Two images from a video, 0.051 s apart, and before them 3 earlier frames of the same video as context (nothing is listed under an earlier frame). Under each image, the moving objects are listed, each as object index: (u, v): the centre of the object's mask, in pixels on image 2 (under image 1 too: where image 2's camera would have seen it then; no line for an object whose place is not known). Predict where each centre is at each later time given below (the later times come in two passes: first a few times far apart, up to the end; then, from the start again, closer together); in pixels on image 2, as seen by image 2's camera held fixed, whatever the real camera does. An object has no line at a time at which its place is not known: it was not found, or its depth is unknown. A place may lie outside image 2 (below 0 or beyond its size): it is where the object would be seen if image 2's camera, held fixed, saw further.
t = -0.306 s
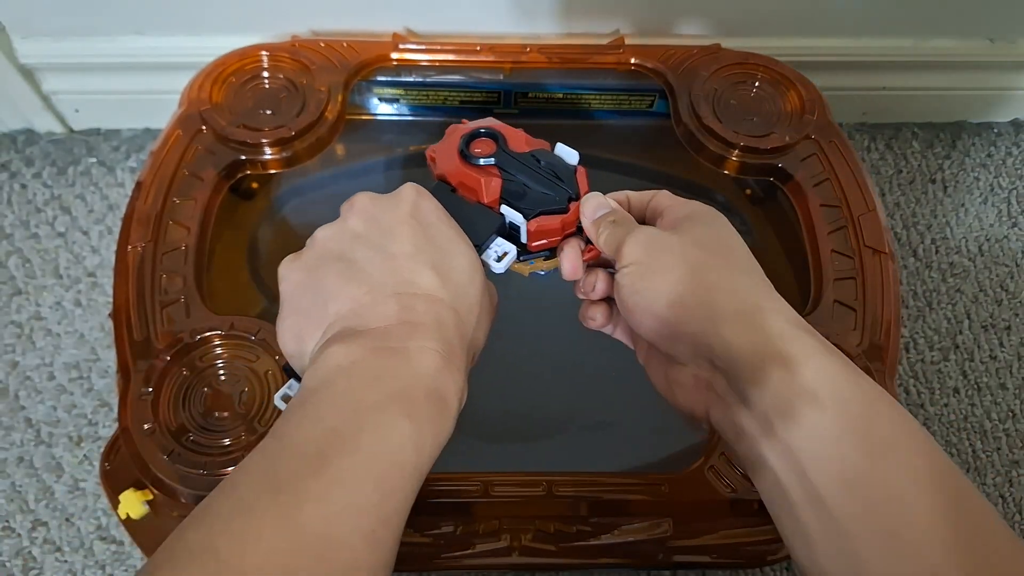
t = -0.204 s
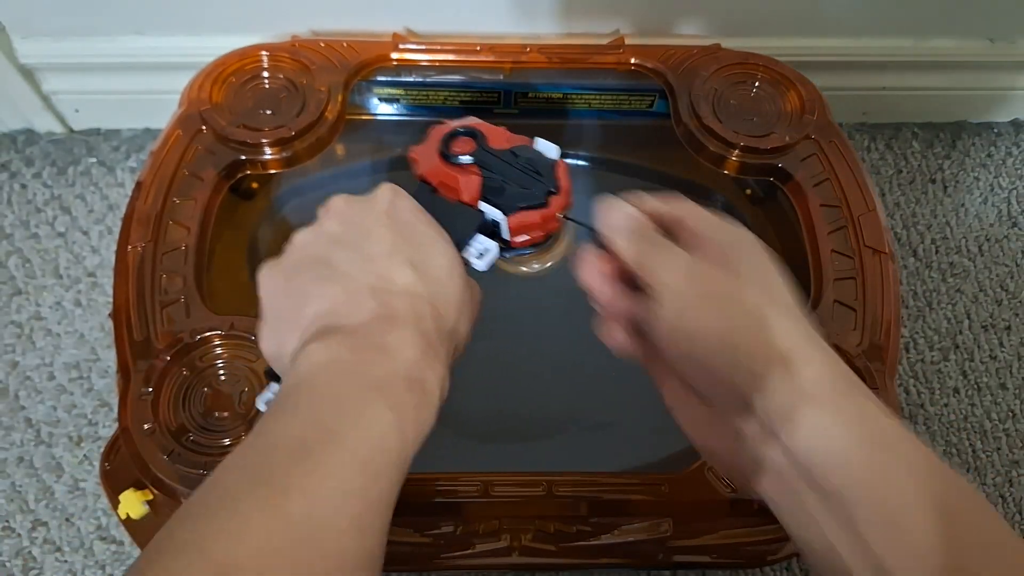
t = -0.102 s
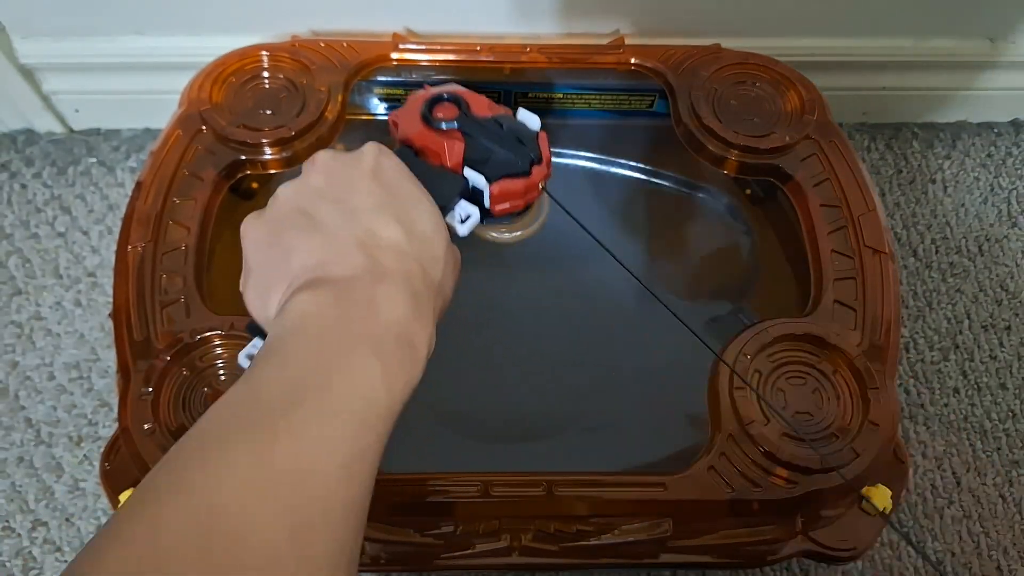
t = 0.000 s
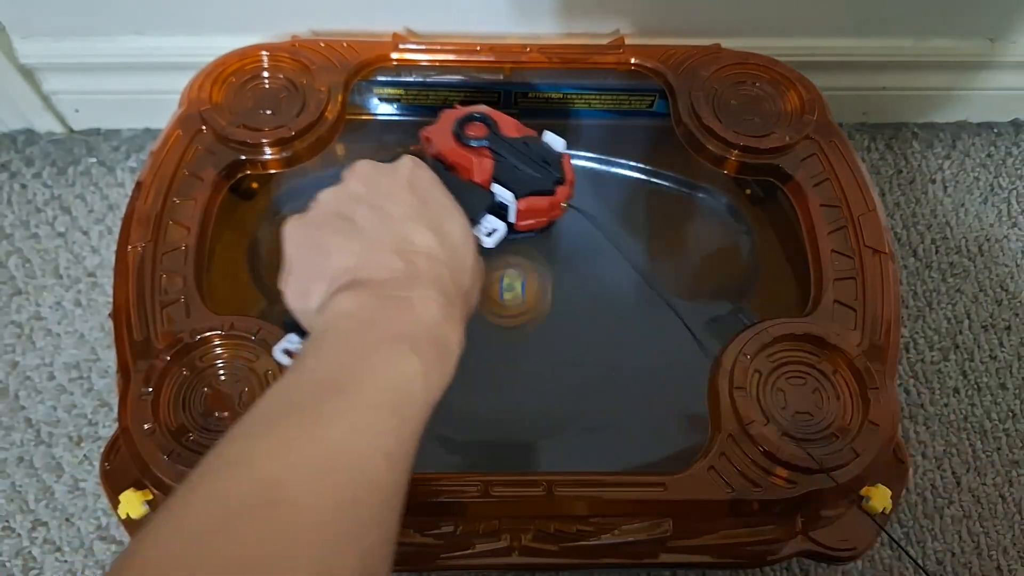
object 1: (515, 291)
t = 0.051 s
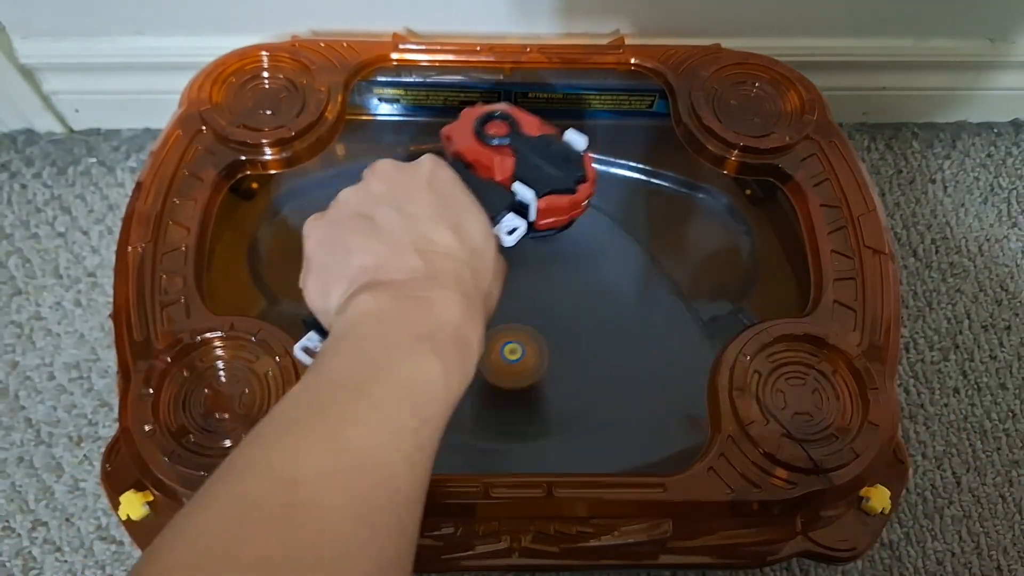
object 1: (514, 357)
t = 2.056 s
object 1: (376, 401)
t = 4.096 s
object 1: (320, 249)
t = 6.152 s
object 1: (493, 222)
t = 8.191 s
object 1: (421, 346)
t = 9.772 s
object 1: (466, 267)
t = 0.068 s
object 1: (517, 354)
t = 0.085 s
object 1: (520, 352)
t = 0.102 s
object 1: (522, 351)
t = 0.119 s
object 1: (525, 353)
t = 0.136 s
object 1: (528, 356)
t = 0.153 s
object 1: (530, 360)
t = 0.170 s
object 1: (532, 366)
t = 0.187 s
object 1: (534, 373)
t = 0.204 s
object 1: (536, 380)
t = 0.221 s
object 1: (539, 378)
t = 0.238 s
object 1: (542, 375)
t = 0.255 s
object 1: (544, 372)
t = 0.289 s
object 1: (551, 363)
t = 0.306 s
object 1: (554, 356)
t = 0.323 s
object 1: (556, 349)
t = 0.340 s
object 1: (558, 341)
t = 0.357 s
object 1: (558, 332)
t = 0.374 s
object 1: (556, 329)
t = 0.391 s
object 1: (555, 322)
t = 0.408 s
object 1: (553, 314)
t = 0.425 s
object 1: (551, 301)
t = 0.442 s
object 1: (546, 295)
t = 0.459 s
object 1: (541, 288)
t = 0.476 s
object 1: (534, 281)
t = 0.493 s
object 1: (527, 275)
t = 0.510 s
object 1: (520, 270)
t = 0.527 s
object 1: (512, 266)
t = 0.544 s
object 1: (503, 262)
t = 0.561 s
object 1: (494, 259)
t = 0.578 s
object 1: (485, 258)
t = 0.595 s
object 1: (475, 257)
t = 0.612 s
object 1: (465, 257)
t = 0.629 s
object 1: (454, 258)
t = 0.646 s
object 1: (444, 260)
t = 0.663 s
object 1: (434, 263)
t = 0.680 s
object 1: (423, 267)
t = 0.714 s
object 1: (403, 279)
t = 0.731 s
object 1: (394, 287)
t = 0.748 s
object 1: (385, 295)
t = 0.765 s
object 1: (378, 305)
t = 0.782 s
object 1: (372, 316)
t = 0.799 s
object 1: (365, 326)
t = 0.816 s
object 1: (359, 337)
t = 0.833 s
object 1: (354, 347)
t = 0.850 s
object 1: (350, 358)
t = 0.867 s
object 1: (349, 368)
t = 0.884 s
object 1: (349, 376)
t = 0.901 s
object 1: (349, 385)
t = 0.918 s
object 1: (351, 391)
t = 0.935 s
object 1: (353, 397)
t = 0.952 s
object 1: (356, 402)
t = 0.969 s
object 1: (360, 405)
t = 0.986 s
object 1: (366, 407)
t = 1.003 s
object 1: (374, 408)
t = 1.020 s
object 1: (383, 408)
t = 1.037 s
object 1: (394, 408)
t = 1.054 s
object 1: (405, 406)
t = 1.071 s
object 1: (418, 403)
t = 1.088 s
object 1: (432, 400)
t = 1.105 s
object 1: (447, 397)
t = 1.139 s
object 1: (476, 387)
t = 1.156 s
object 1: (491, 381)
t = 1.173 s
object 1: (508, 373)
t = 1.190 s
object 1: (524, 363)
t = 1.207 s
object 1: (537, 352)
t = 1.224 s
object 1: (550, 339)
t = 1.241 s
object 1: (562, 327)
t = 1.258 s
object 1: (571, 315)
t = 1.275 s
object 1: (579, 301)
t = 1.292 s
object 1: (586, 289)
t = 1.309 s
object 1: (592, 275)
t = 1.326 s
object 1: (597, 263)
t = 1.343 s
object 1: (600, 251)
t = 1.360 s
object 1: (602, 240)
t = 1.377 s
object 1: (603, 228)
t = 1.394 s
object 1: (603, 218)
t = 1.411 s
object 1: (602, 208)
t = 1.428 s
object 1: (600, 201)
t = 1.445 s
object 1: (597, 195)
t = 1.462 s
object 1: (594, 189)
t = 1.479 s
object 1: (590, 183)
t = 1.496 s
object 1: (585, 178)
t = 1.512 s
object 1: (579, 175)
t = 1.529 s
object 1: (572, 173)
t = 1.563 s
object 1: (557, 171)
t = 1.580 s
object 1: (548, 171)
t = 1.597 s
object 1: (539, 173)
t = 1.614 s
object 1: (530, 175)
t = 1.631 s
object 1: (520, 178)
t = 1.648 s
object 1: (510, 181)
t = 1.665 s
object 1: (499, 184)
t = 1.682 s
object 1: (488, 189)
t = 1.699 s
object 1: (476, 194)
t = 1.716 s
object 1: (463, 200)
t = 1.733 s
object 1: (450, 207)
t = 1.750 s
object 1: (440, 213)
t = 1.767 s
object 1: (427, 222)
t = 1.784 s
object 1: (413, 232)
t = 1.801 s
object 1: (401, 242)
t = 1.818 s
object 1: (390, 252)
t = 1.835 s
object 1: (380, 264)
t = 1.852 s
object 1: (370, 275)
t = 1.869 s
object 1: (362, 285)
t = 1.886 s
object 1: (356, 295)
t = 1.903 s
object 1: (351, 306)
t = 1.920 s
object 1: (348, 317)
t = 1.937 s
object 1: (346, 328)
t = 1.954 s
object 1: (346, 340)
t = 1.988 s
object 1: (351, 364)
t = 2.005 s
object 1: (355, 375)
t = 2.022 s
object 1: (360, 384)
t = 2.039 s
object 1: (366, 393)
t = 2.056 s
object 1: (376, 401)
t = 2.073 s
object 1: (385, 407)
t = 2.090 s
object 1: (394, 412)
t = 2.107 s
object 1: (406, 416)
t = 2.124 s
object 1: (419, 420)
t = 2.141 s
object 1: (432, 422)
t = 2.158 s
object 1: (448, 424)
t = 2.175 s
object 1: (464, 425)
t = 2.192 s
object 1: (479, 424)
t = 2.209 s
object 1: (496, 423)
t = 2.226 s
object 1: (514, 420)
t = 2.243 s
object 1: (530, 417)
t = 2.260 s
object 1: (551, 411)
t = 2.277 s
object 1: (566, 404)
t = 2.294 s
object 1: (586, 395)
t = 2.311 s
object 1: (601, 385)
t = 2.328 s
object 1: (617, 376)
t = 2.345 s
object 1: (635, 365)
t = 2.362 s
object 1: (649, 352)
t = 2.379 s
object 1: (661, 342)
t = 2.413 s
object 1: (680, 318)
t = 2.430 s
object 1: (689, 307)
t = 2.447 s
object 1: (694, 294)
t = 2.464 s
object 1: (698, 284)
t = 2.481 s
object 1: (701, 272)
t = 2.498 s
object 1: (702, 260)
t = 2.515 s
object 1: (703, 248)
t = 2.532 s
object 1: (701, 236)
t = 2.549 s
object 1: (699, 224)
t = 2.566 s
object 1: (694, 211)
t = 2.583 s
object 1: (690, 202)
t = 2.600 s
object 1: (684, 191)
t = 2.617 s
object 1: (676, 183)
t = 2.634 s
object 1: (668, 178)
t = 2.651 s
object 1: (659, 173)
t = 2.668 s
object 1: (649, 172)
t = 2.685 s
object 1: (638, 170)
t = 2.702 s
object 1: (625, 171)
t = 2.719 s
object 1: (610, 174)
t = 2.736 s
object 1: (596, 177)
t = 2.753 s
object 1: (582, 182)
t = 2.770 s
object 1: (567, 185)
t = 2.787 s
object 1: (550, 190)
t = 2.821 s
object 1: (518, 202)
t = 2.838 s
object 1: (505, 209)
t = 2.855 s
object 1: (486, 217)
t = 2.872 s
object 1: (469, 229)
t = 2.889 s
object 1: (455, 238)
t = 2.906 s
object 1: (440, 251)
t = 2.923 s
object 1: (427, 264)
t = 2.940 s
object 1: (414, 280)
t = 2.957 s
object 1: (405, 293)
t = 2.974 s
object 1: (396, 309)
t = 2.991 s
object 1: (390, 325)
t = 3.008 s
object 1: (385, 341)
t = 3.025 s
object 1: (382, 356)
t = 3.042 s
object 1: (381, 370)
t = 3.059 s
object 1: (381, 385)
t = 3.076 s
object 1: (382, 398)
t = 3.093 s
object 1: (384, 410)
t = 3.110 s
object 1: (388, 420)
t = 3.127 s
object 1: (393, 430)
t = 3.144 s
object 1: (400, 437)
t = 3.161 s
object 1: (408, 440)
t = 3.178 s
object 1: (417, 444)
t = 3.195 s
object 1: (428, 446)
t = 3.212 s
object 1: (440, 448)
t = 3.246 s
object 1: (464, 450)
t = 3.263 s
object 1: (479, 450)
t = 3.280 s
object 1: (493, 449)
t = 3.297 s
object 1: (508, 448)
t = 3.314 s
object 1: (522, 447)
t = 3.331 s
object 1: (539, 445)
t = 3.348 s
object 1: (554, 443)
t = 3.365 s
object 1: (567, 439)
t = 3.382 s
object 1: (584, 435)
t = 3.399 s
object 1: (597, 427)
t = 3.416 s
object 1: (612, 418)
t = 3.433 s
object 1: (623, 409)
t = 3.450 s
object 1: (636, 398)
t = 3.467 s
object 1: (646, 388)
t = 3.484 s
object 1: (653, 376)
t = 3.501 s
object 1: (662, 364)
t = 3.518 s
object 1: (667, 351)
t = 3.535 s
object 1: (672, 338)
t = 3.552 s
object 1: (674, 324)
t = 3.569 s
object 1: (676, 311)
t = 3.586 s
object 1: (675, 300)
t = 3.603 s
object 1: (672, 288)
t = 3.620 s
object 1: (669, 276)
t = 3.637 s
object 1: (665, 266)
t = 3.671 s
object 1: (654, 243)
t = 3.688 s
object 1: (646, 231)
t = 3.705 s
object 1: (638, 221)
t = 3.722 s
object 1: (628, 213)
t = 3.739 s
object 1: (619, 205)
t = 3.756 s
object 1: (607, 199)
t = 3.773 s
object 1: (595, 194)
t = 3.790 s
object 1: (584, 190)
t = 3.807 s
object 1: (569, 186)
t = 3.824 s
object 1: (556, 183)
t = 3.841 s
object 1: (540, 182)
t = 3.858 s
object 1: (526, 180)
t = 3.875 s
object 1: (511, 179)
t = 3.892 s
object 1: (495, 179)
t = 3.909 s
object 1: (482, 180)
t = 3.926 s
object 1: (465, 182)
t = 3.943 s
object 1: (449, 184)
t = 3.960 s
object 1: (435, 188)
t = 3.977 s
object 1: (417, 193)
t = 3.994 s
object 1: (404, 197)
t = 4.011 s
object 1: (389, 205)
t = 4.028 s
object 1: (372, 212)
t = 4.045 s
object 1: (358, 220)
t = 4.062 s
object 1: (343, 230)
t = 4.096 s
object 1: (320, 249)
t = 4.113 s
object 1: (310, 260)
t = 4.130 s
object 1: (302, 270)
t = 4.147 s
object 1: (297, 279)
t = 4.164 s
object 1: (295, 288)
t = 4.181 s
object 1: (295, 296)
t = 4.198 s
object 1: (297, 306)
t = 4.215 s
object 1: (301, 315)
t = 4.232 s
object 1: (308, 326)
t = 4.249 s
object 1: (316, 343)
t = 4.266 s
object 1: (321, 356)
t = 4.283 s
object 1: (329, 373)
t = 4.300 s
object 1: (335, 393)
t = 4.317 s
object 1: (339, 403)
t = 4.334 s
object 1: (344, 412)
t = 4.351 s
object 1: (351, 420)
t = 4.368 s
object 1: (359, 427)
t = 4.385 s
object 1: (371, 431)
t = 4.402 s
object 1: (387, 433)
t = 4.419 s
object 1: (403, 436)
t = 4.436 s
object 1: (419, 436)
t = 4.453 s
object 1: (435, 435)
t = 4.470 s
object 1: (455, 435)
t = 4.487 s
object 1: (472, 433)
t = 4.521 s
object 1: (507, 426)
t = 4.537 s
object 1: (525, 421)
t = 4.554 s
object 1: (540, 416)
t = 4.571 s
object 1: (557, 408)
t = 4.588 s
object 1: (575, 398)
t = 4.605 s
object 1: (588, 389)
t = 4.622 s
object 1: (601, 377)
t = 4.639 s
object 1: (610, 365)
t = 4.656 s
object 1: (622, 353)
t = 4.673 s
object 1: (629, 339)
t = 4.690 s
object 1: (633, 326)
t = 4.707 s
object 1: (638, 312)
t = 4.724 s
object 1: (640, 298)
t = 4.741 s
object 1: (640, 286)
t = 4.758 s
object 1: (641, 274)
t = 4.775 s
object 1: (640, 261)
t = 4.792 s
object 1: (639, 251)
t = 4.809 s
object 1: (635, 239)
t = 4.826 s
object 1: (632, 229)
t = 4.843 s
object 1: (628, 219)
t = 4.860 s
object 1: (622, 211)
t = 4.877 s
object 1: (615, 204)
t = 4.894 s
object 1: (609, 197)
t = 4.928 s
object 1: (593, 190)
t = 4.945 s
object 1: (582, 185)
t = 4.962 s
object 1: (570, 184)
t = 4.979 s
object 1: (562, 182)
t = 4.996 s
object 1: (549, 181)
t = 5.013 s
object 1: (537, 181)
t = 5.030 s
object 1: (525, 181)
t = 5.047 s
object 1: (511, 184)
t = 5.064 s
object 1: (501, 186)
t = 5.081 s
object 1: (487, 188)
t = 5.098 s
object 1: (475, 193)
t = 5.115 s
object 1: (464, 198)
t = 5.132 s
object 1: (449, 206)
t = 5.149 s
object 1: (437, 215)
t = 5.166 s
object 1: (427, 223)
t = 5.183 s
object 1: (417, 234)
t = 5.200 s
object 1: (407, 246)
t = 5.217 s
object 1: (398, 259)
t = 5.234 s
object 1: (392, 272)
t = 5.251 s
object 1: (387, 285)
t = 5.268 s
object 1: (383, 299)
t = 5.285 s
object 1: (383, 313)
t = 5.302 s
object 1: (384, 327)
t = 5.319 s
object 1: (386, 341)
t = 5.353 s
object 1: (395, 366)
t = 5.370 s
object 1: (402, 377)
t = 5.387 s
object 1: (410, 387)
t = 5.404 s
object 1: (418, 394)
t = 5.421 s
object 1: (431, 402)
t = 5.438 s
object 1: (444, 408)
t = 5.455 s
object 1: (456, 414)
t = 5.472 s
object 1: (470, 418)
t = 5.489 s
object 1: (483, 420)
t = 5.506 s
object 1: (499, 421)
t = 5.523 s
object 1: (515, 422)
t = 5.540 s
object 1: (530, 422)
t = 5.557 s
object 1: (545, 419)
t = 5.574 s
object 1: (558, 415)
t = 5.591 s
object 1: (574, 411)
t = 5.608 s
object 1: (588, 405)
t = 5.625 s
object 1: (604, 401)
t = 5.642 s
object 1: (616, 395)
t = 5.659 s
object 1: (626, 390)
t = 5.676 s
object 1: (637, 382)
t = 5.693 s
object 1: (645, 374)
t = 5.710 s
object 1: (655, 367)
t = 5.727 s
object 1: (662, 358)
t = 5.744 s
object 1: (667, 350)
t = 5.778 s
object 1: (672, 331)
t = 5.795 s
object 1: (674, 321)
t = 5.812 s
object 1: (672, 313)
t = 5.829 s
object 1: (669, 304)
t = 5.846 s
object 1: (665, 295)
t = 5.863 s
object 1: (661, 287)
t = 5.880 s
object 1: (656, 276)
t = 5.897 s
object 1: (651, 267)
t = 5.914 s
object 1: (646, 257)
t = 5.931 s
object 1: (639, 248)
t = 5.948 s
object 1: (632, 241)
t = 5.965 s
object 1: (623, 234)
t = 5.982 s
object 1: (614, 229)
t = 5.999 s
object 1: (604, 223)
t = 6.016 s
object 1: (594, 219)
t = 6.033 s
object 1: (584, 217)
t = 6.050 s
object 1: (571, 216)
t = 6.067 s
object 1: (559, 216)
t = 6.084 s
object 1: (546, 216)
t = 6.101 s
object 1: (533, 216)
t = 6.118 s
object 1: (518, 216)
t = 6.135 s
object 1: (505, 219)
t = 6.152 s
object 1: (493, 222)
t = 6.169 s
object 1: (479, 226)
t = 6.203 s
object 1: (453, 239)
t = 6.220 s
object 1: (442, 245)
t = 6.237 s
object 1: (430, 253)
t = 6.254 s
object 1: (420, 262)
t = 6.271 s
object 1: (412, 272)
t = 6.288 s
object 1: (404, 282)
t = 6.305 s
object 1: (399, 293)
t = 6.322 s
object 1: (393, 305)
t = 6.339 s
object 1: (390, 316)
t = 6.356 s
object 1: (388, 328)
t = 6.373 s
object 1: (388, 340)
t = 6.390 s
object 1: (390, 352)
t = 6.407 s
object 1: (392, 364)
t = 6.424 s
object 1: (397, 374)
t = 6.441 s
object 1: (402, 383)
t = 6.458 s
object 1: (410, 391)
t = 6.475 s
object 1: (417, 397)
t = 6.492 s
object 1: (429, 402)
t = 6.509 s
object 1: (440, 406)
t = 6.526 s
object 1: (453, 410)
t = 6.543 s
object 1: (466, 412)
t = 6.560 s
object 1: (479, 414)
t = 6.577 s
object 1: (494, 413)
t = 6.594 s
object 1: (507, 412)
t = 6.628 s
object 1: (533, 404)
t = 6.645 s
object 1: (547, 398)
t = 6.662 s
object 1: (557, 390)
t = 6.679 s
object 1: (569, 382)
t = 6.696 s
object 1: (578, 373)
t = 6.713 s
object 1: (588, 363)
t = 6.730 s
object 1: (593, 352)
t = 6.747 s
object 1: (599, 341)
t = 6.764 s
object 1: (601, 329)
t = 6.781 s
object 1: (603, 316)
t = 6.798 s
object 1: (603, 304)
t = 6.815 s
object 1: (601, 293)
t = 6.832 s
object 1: (599, 282)
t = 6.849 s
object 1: (596, 273)
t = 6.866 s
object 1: (591, 261)
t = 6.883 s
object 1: (585, 253)
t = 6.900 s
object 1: (579, 244)
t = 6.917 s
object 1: (571, 237)
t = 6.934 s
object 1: (563, 230)
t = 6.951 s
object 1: (554, 225)
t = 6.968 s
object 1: (545, 220)
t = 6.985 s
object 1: (534, 218)
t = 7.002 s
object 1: (523, 216)
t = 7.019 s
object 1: (512, 214)
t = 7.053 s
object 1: (488, 217)
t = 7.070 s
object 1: (477, 218)
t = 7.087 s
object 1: (465, 222)
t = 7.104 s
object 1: (455, 227)
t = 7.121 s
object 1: (442, 233)
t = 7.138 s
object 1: (434, 239)
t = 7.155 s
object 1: (424, 247)
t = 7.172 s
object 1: (416, 256)
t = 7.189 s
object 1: (409, 266)
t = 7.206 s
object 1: (404, 277)
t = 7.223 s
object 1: (401, 288)
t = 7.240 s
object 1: (400, 299)
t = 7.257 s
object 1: (400, 310)
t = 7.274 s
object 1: (402, 322)
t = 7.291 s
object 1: (406, 333)
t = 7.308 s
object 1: (410, 344)
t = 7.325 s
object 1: (417, 354)
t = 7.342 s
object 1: (424, 363)
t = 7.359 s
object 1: (433, 371)
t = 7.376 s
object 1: (442, 379)
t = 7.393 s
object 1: (454, 384)
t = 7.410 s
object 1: (465, 389)
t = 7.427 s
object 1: (478, 392)
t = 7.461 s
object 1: (504, 395)
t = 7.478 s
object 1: (516, 394)
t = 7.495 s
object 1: (529, 393)
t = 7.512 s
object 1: (541, 390)
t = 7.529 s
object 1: (554, 386)
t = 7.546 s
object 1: (565, 382)
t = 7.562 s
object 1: (577, 375)
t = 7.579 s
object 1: (586, 370)
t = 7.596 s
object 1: (595, 362)
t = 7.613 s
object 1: (602, 353)
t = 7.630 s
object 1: (609, 344)
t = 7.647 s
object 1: (614, 335)
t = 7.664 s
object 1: (617, 324)
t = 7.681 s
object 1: (618, 315)
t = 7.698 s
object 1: (619, 304)
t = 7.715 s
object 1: (617, 295)
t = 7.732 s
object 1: (614, 285)
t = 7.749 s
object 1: (610, 276)
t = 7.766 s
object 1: (605, 267)
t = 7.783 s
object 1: (599, 259)
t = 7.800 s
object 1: (591, 251)
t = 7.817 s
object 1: (584, 246)
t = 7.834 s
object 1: (574, 241)
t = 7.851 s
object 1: (565, 237)
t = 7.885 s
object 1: (544, 234)
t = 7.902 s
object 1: (532, 233)
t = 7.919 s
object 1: (522, 234)
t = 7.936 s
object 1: (510, 236)
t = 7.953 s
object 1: (500, 239)
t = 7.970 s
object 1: (489, 242)
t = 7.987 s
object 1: (480, 246)
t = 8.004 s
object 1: (469, 251)
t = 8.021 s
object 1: (460, 258)
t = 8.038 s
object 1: (451, 265)
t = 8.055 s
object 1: (443, 273)
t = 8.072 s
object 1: (436, 281)
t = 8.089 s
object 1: (431, 289)
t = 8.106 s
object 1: (425, 299)
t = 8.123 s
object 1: (422, 307)
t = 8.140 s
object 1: (420, 317)
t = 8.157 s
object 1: (419, 326)
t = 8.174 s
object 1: (419, 336)
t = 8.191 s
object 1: (421, 346)
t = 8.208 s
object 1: (423, 355)
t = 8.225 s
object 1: (428, 362)
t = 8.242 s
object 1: (432, 370)
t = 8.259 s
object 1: (439, 375)
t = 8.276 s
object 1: (447, 381)
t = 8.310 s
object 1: (464, 388)
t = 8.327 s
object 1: (473, 390)
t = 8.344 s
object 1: (484, 392)
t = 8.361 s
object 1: (495, 392)
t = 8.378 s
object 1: (507, 391)
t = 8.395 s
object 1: (517, 389)
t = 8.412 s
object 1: (529, 385)
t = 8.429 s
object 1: (538, 381)
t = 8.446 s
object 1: (549, 375)
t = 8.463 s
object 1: (557, 369)
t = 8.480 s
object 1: (564, 361)
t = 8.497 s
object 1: (570, 353)
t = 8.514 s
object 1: (576, 343)
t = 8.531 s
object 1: (579, 335)
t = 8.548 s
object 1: (580, 325)
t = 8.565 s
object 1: (582, 315)
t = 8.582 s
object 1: (580, 306)
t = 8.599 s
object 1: (579, 296)
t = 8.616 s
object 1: (576, 288)
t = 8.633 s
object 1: (572, 278)
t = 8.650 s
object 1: (568, 271)
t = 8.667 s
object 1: (563, 264)
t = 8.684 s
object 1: (557, 258)
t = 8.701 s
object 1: (550, 252)
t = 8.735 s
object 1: (535, 244)
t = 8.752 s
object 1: (528, 241)
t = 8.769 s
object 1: (518, 238)
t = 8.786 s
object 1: (510, 236)
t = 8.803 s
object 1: (499, 237)
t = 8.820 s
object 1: (490, 237)
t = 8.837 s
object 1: (481, 239)
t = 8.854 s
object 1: (471, 241)
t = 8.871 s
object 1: (463, 245)
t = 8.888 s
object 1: (454, 249)
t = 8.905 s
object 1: (447, 255)
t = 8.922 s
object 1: (439, 262)
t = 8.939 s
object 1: (433, 269)
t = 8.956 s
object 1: (428, 277)
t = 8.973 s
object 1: (425, 286)
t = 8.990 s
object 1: (422, 295)
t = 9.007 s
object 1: (422, 304)
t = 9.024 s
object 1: (422, 314)
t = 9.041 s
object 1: (423, 322)
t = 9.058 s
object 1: (427, 332)
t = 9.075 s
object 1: (430, 340)
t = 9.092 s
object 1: (436, 349)
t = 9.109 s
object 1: (442, 356)
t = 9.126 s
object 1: (451, 362)
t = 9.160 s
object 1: (468, 371)
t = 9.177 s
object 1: (477, 374)
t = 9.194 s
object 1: (486, 375)
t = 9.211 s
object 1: (496, 377)
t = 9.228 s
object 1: (505, 377)
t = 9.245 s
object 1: (517, 377)
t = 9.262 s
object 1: (526, 376)
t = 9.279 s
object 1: (538, 374)
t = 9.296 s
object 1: (547, 371)
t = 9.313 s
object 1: (555, 366)
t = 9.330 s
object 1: (564, 361)
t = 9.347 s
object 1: (570, 356)
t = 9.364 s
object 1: (578, 349)
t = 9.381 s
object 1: (583, 343)
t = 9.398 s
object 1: (589, 335)
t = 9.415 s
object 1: (592, 328)
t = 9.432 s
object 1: (594, 319)
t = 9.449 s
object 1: (594, 310)
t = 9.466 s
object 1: (592, 302)
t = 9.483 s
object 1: (591, 294)
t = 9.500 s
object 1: (588, 287)
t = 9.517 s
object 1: (585, 279)
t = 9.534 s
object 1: (582, 273)
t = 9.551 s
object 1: (575, 266)
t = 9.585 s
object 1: (561, 256)
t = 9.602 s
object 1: (553, 252)
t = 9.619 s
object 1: (545, 251)
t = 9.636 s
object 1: (536, 249)
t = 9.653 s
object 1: (528, 249)
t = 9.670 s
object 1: (518, 248)
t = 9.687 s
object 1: (509, 248)
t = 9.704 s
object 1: (499, 251)
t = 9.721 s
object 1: (490, 253)
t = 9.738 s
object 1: (481, 258)
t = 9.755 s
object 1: (472, 262)
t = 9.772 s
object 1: (466, 267)
